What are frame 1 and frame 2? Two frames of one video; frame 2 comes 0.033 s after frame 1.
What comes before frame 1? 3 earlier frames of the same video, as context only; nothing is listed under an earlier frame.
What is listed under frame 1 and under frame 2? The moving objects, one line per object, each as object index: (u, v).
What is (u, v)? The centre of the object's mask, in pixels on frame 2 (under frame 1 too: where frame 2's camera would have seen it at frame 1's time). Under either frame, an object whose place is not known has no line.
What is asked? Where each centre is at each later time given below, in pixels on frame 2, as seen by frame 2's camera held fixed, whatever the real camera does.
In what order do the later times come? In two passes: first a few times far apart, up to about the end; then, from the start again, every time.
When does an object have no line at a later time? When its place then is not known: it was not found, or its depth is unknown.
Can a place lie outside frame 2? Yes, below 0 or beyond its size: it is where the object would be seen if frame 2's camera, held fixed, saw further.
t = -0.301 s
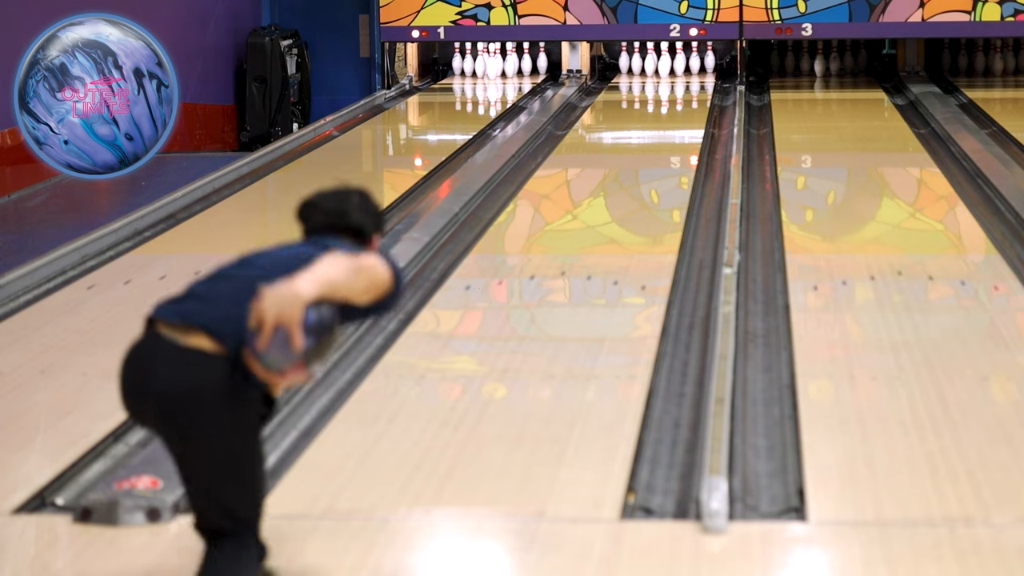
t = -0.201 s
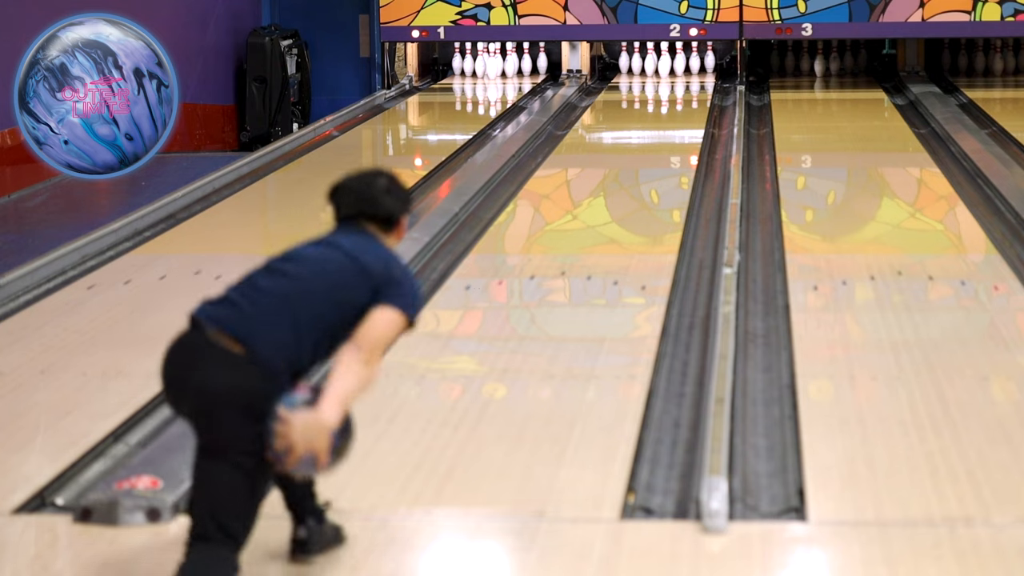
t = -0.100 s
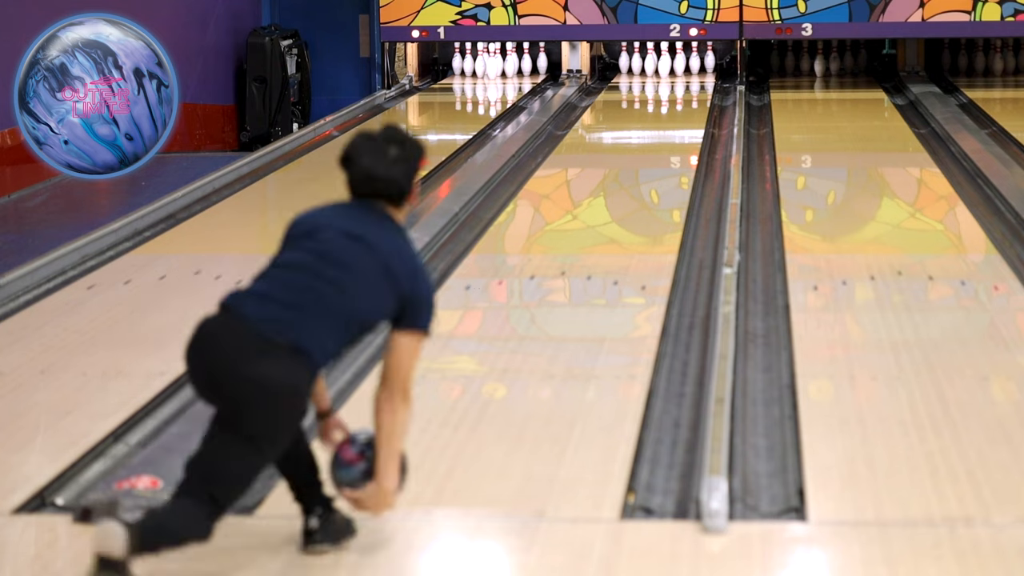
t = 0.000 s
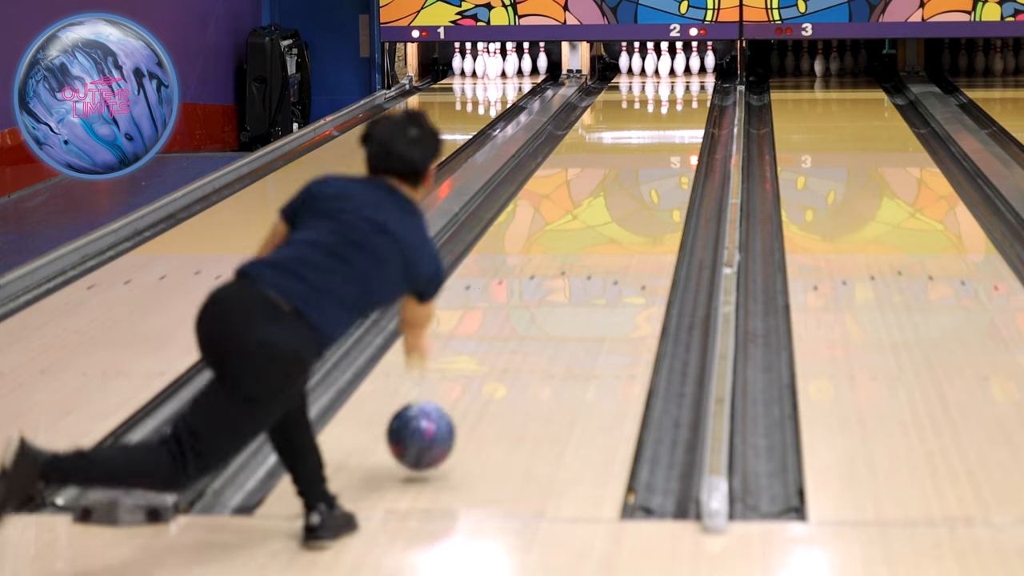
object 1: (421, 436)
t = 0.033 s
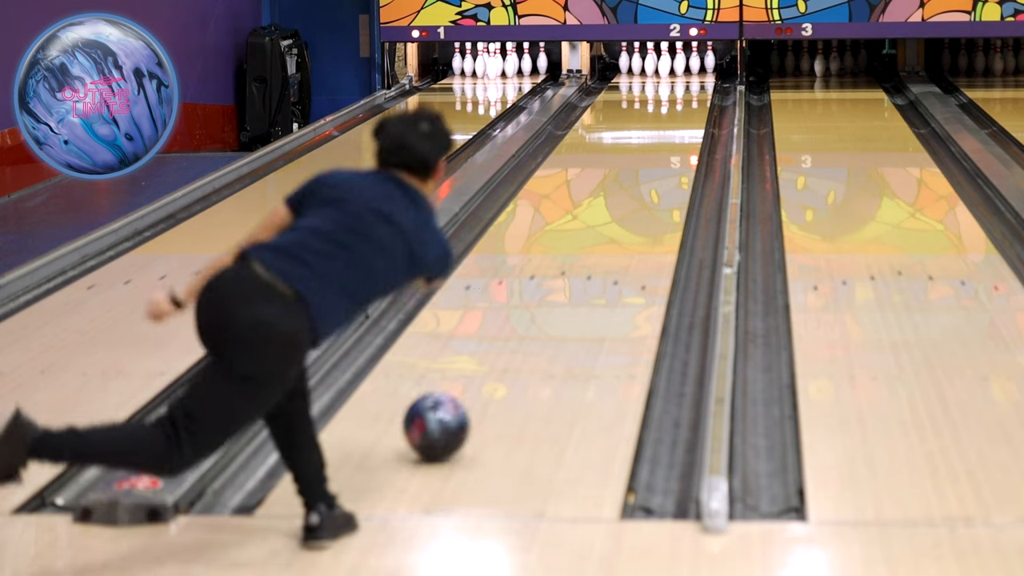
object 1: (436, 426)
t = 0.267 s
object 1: (517, 327)
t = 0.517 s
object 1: (574, 254)
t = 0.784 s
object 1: (615, 200)
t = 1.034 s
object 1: (642, 163)
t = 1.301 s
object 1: (663, 133)
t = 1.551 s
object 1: (676, 111)
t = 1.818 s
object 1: (682, 92)
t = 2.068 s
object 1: (677, 78)
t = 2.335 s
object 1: (666, 67)
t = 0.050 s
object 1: (443, 418)
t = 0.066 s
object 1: (450, 409)
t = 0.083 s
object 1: (457, 401)
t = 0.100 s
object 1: (463, 394)
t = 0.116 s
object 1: (469, 386)
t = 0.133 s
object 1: (475, 379)
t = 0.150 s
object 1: (481, 371)
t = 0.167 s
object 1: (487, 365)
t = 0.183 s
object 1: (492, 358)
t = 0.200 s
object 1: (498, 351)
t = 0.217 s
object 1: (503, 345)
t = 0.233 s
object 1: (508, 338)
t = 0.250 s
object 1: (512, 332)
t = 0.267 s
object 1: (517, 327)
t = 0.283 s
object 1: (522, 321)
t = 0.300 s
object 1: (526, 315)
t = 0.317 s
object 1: (531, 310)
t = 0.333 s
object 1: (534, 305)
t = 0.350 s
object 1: (539, 299)
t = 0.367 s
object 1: (543, 294)
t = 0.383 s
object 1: (547, 289)
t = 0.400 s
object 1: (551, 284)
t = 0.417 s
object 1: (554, 280)
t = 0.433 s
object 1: (557, 275)
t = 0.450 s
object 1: (561, 271)
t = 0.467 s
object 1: (564, 266)
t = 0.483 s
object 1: (568, 262)
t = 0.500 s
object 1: (571, 258)
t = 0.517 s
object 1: (574, 254)
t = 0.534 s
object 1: (577, 250)
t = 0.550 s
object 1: (580, 246)
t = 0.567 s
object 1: (583, 242)
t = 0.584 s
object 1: (586, 239)
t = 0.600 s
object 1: (589, 235)
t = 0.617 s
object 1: (591, 232)
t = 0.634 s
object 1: (594, 228)
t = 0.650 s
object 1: (597, 225)
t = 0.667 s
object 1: (599, 221)
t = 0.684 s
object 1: (602, 218)
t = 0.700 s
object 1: (604, 215)
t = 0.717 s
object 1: (606, 212)
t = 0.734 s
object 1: (609, 209)
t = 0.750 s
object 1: (611, 206)
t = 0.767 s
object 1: (613, 203)
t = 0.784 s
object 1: (615, 200)
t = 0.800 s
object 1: (617, 197)
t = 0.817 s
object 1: (619, 195)
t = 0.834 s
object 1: (621, 192)
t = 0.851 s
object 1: (623, 189)
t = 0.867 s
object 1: (625, 187)
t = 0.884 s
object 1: (627, 184)
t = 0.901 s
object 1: (629, 182)
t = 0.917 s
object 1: (631, 179)
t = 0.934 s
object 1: (632, 177)
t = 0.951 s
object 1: (634, 174)
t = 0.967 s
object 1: (636, 172)
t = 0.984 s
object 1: (637, 170)
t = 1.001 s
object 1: (639, 167)
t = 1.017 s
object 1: (640, 165)
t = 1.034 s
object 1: (642, 163)
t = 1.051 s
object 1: (644, 161)
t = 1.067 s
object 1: (645, 159)
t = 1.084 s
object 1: (646, 157)
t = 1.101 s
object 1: (648, 155)
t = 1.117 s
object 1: (649, 153)
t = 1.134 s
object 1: (651, 151)
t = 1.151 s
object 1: (652, 149)
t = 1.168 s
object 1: (653, 147)
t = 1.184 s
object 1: (655, 145)
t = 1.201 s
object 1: (656, 143)
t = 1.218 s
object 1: (657, 142)
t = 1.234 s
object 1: (658, 140)
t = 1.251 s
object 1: (659, 138)
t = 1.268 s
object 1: (661, 136)
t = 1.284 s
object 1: (662, 135)
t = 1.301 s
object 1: (663, 133)
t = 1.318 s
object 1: (664, 132)
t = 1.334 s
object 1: (665, 130)
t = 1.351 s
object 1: (666, 129)
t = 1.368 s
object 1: (667, 127)
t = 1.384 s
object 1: (668, 125)
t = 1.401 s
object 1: (669, 124)
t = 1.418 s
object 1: (670, 123)
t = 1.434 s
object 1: (671, 121)
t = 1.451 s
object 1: (671, 120)
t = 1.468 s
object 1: (672, 118)
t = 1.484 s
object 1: (673, 117)
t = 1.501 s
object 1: (674, 115)
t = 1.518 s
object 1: (674, 114)
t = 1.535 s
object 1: (675, 113)
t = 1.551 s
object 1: (676, 111)
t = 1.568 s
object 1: (676, 110)
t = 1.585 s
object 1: (677, 109)
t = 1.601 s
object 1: (678, 107)
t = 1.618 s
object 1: (678, 106)
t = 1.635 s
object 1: (679, 105)
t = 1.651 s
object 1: (679, 103)
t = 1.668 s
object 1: (680, 102)
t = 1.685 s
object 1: (680, 101)
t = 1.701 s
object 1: (680, 100)
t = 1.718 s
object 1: (681, 99)
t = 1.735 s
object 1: (681, 98)
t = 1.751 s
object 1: (681, 96)
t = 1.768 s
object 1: (682, 95)
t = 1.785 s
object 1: (682, 94)
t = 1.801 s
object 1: (682, 93)
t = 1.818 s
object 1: (682, 92)
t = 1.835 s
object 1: (682, 91)
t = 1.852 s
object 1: (682, 90)
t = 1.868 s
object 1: (682, 89)
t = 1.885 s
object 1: (682, 88)
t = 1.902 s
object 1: (682, 87)
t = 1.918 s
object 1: (682, 86)
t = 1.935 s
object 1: (681, 85)
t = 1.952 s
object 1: (681, 84)
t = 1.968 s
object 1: (681, 83)
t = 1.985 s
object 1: (680, 82)
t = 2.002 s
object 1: (679, 81)
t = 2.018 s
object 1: (679, 81)
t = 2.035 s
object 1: (679, 80)
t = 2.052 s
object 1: (678, 79)
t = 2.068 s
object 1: (677, 78)
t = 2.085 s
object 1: (677, 77)
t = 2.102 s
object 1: (676, 77)
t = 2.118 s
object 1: (675, 76)
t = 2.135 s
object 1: (674, 75)
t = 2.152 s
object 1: (673, 74)
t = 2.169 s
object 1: (672, 74)
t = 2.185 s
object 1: (672, 73)
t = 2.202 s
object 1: (670, 72)
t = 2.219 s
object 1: (669, 72)
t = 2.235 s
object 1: (669, 71)
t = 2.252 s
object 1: (667, 70)
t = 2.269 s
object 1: (667, 69)
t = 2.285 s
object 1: (666, 69)
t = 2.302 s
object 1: (666, 68)
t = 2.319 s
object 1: (666, 67)
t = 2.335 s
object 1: (666, 67)
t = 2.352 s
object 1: (665, 67)
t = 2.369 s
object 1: (663, 66)
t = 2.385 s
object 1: (662, 66)
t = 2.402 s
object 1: (661, 65)
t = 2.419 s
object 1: (659, 65)
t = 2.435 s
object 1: (659, 64)
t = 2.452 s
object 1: (657, 64)
